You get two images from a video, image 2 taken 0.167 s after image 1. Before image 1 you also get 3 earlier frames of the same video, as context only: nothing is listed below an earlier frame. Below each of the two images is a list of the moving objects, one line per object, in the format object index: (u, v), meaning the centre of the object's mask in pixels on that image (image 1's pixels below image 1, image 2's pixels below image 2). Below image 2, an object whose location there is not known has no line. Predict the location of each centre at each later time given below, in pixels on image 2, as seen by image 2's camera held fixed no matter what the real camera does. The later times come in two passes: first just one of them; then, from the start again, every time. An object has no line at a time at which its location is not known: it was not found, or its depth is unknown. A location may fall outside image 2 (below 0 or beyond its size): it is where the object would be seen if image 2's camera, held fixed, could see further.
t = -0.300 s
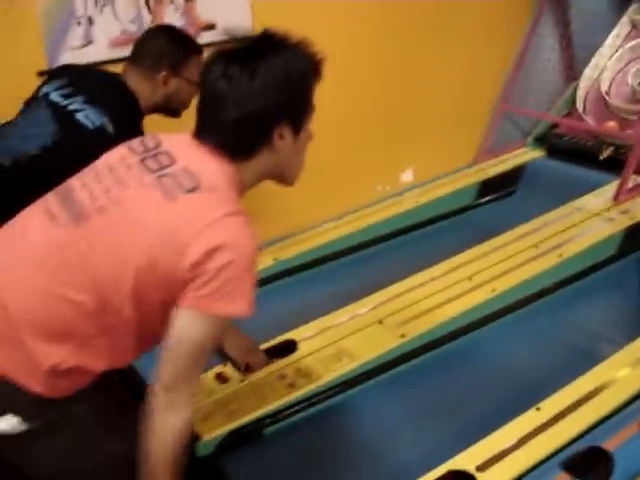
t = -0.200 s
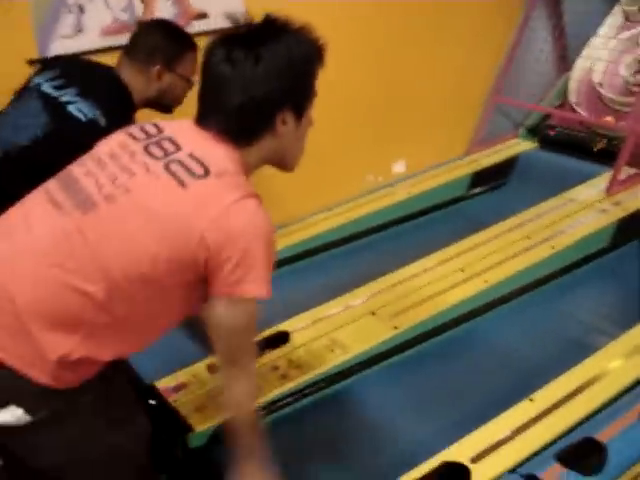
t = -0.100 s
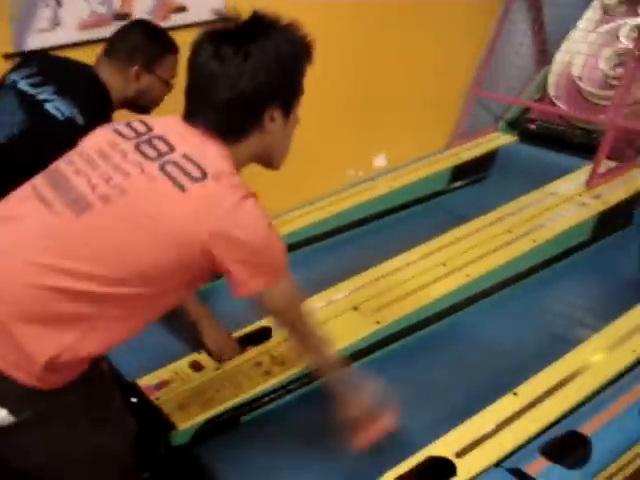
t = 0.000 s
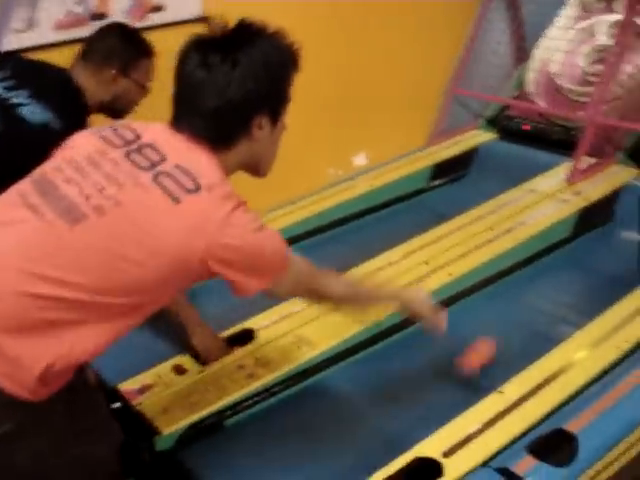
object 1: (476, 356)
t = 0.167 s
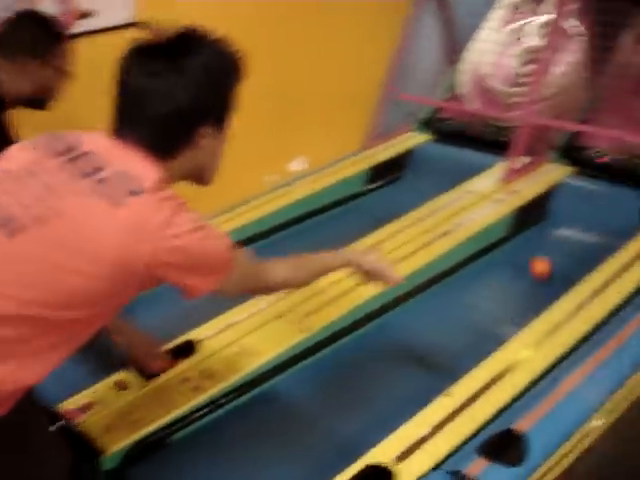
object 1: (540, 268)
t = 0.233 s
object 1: (573, 240)
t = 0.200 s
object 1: (556, 254)
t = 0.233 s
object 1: (573, 240)
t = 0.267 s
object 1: (587, 225)
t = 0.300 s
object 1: (598, 199)
